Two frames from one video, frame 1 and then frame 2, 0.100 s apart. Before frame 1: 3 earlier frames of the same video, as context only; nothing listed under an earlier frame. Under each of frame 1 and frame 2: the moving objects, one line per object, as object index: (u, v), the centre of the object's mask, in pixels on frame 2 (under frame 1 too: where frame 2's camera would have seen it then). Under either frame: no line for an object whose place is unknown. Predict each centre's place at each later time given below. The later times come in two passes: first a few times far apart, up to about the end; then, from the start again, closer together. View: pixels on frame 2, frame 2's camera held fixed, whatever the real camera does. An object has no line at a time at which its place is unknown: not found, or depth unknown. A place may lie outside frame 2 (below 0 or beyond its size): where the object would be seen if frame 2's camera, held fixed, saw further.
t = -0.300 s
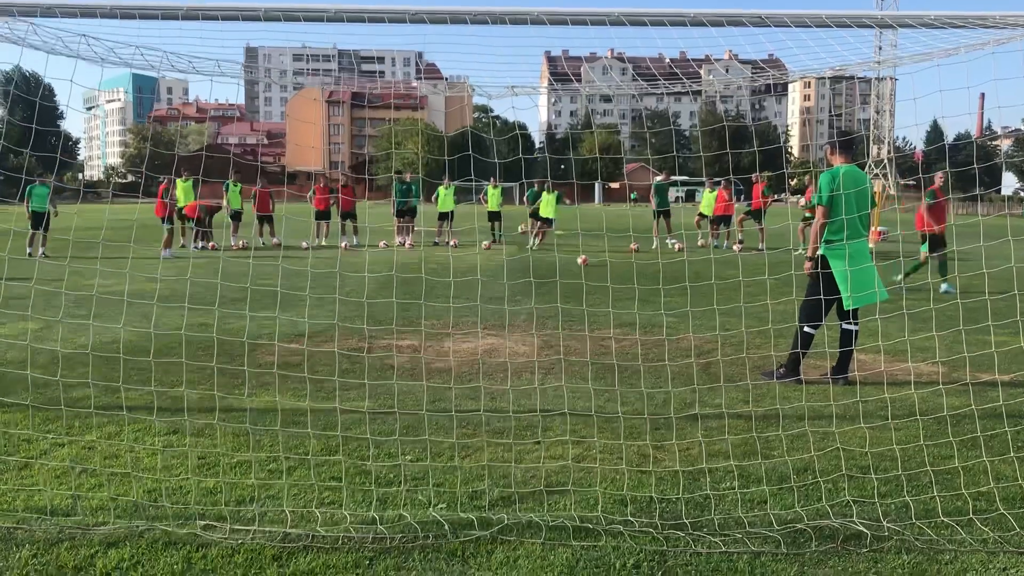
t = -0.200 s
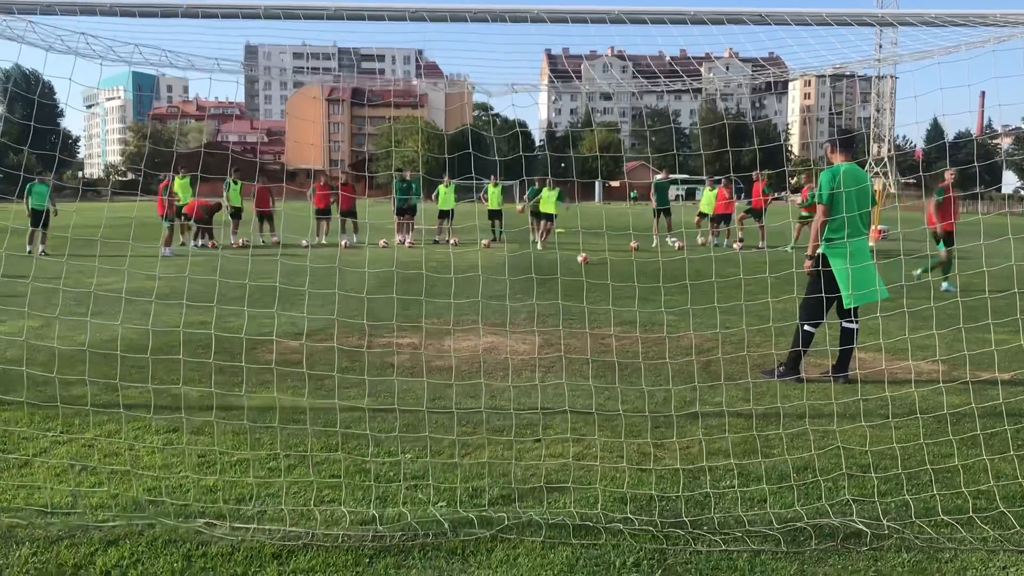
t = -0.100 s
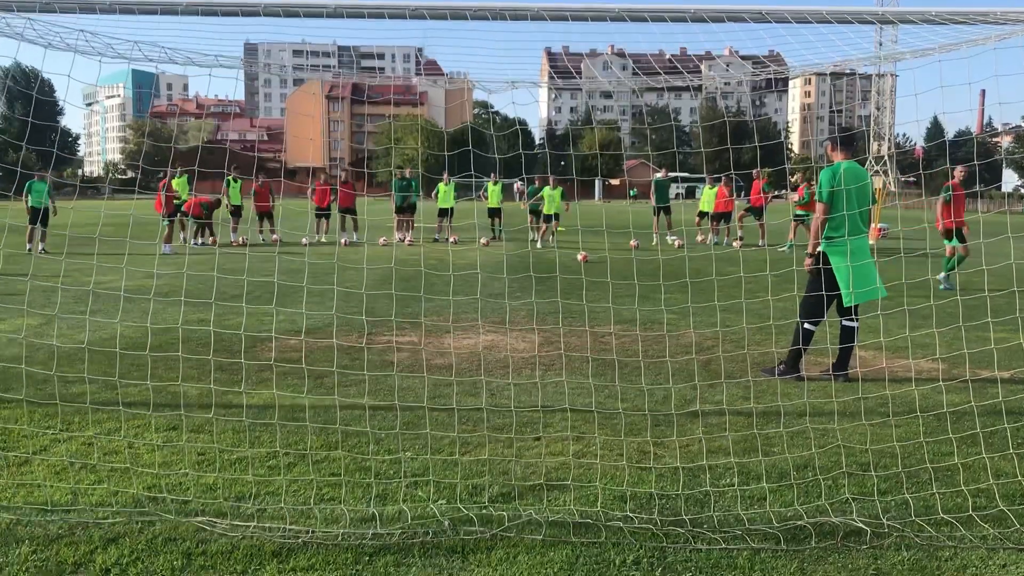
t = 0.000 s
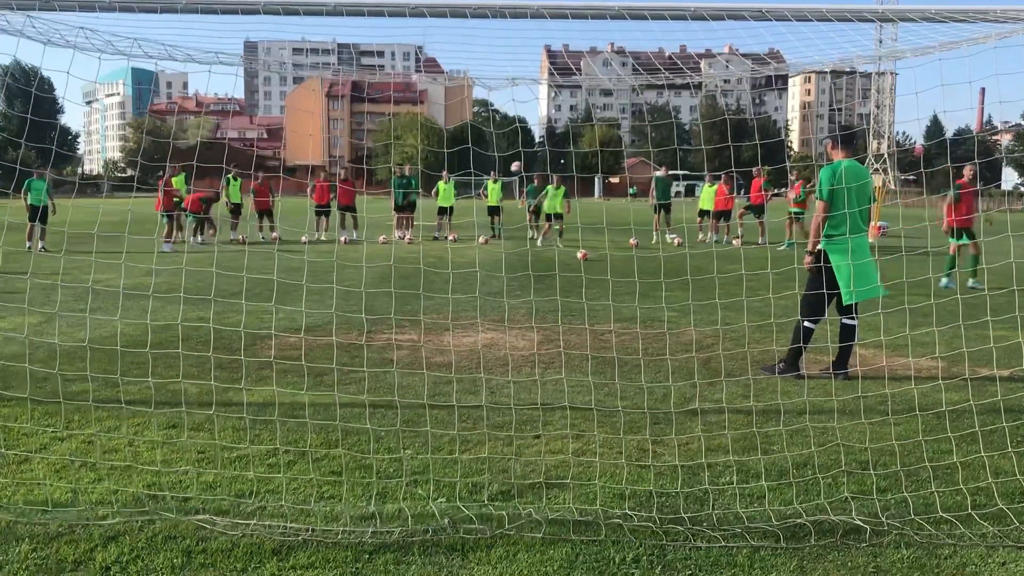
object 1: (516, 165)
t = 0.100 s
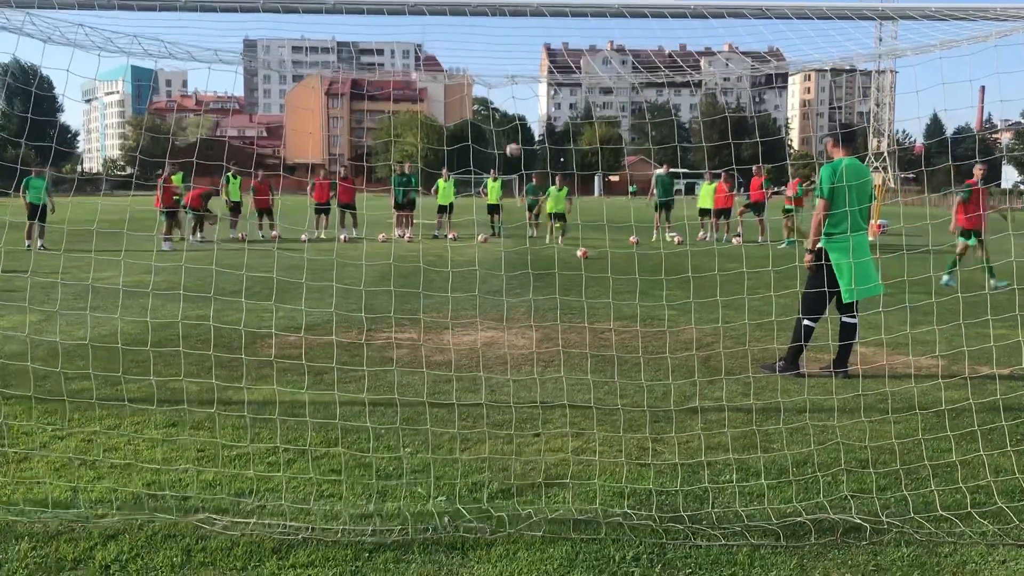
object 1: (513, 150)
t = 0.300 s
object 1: (504, 128)
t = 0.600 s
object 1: (476, 149)
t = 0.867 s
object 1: (407, 314)
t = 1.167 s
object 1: (359, 454)
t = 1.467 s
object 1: (355, 443)
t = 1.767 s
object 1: (340, 422)
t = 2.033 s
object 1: (330, 400)
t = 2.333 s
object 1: (321, 384)
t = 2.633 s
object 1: (316, 374)
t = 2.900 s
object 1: (311, 364)
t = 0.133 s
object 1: (512, 145)
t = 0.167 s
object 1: (510, 140)
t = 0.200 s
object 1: (509, 138)
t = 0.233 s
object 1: (507, 134)
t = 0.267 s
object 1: (505, 131)
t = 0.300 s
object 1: (504, 128)
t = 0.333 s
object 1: (502, 127)
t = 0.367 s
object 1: (501, 125)
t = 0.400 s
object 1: (499, 125)
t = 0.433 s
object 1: (494, 125)
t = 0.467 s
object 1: (492, 127)
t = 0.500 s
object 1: (489, 129)
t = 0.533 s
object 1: (486, 135)
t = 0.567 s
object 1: (482, 141)
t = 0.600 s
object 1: (476, 149)
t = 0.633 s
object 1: (471, 160)
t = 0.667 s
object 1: (463, 174)
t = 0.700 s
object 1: (455, 194)
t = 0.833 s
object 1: (413, 295)
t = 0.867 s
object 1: (407, 314)
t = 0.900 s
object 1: (399, 345)
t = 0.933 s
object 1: (389, 387)
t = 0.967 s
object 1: (383, 427)
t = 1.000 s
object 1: (374, 466)
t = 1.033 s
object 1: (368, 508)
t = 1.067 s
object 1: (362, 524)
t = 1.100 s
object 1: (362, 495)
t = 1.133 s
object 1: (359, 474)
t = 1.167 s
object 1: (359, 454)
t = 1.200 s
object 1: (357, 441)
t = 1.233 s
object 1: (358, 427)
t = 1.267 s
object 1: (359, 422)
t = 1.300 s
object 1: (357, 417)
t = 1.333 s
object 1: (357, 417)
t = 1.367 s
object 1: (357, 421)
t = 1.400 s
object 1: (355, 425)
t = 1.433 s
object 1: (354, 432)
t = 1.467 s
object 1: (355, 443)
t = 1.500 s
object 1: (354, 448)
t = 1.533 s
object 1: (352, 438)
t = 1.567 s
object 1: (350, 429)
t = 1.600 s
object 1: (348, 422)
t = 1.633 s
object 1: (345, 417)
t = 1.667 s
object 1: (344, 417)
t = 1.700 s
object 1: (344, 416)
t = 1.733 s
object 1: (341, 421)
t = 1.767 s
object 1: (340, 422)
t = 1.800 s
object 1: (338, 416)
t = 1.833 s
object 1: (336, 410)
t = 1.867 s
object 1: (335, 408)
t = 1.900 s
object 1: (335, 407)
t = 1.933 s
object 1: (334, 406)
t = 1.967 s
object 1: (332, 404)
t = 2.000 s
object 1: (331, 403)
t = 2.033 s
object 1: (330, 400)
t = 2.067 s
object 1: (328, 397)
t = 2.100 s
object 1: (327, 397)
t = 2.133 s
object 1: (325, 395)
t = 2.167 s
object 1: (325, 394)
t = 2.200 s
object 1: (325, 392)
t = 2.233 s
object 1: (325, 390)
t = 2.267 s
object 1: (323, 387)
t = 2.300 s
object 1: (322, 386)
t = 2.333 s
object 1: (321, 384)
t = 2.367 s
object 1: (321, 384)
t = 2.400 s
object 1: (319, 382)
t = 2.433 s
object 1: (318, 382)
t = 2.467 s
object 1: (318, 381)
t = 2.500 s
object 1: (318, 380)
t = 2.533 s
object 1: (318, 378)
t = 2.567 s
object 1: (318, 376)
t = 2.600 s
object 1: (316, 374)
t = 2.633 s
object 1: (316, 374)
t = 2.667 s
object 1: (314, 372)
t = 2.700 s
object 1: (314, 370)
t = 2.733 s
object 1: (314, 368)
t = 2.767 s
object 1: (314, 366)
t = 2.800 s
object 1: (312, 365)
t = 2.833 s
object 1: (313, 365)
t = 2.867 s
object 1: (311, 364)
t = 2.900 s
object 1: (311, 364)
